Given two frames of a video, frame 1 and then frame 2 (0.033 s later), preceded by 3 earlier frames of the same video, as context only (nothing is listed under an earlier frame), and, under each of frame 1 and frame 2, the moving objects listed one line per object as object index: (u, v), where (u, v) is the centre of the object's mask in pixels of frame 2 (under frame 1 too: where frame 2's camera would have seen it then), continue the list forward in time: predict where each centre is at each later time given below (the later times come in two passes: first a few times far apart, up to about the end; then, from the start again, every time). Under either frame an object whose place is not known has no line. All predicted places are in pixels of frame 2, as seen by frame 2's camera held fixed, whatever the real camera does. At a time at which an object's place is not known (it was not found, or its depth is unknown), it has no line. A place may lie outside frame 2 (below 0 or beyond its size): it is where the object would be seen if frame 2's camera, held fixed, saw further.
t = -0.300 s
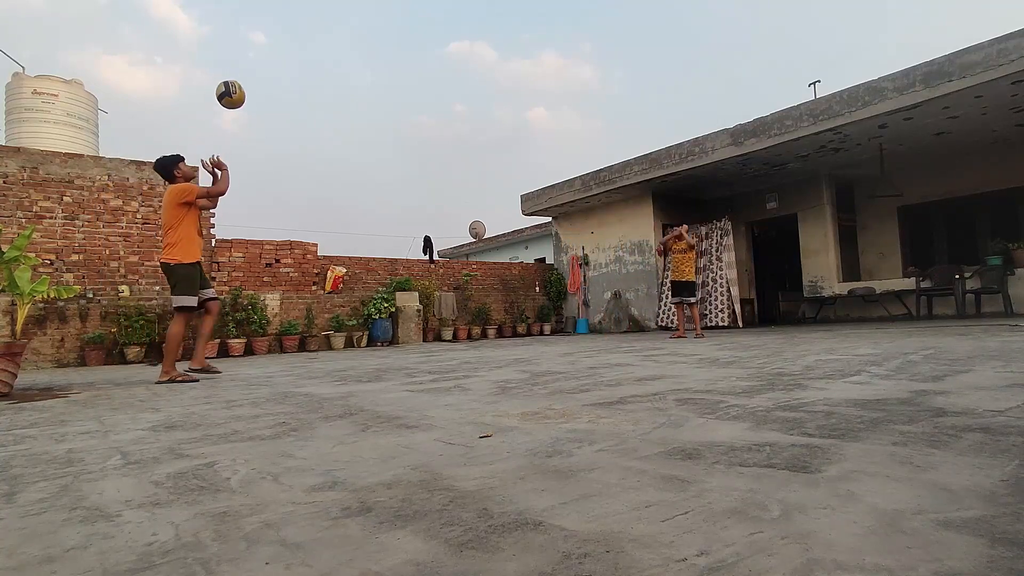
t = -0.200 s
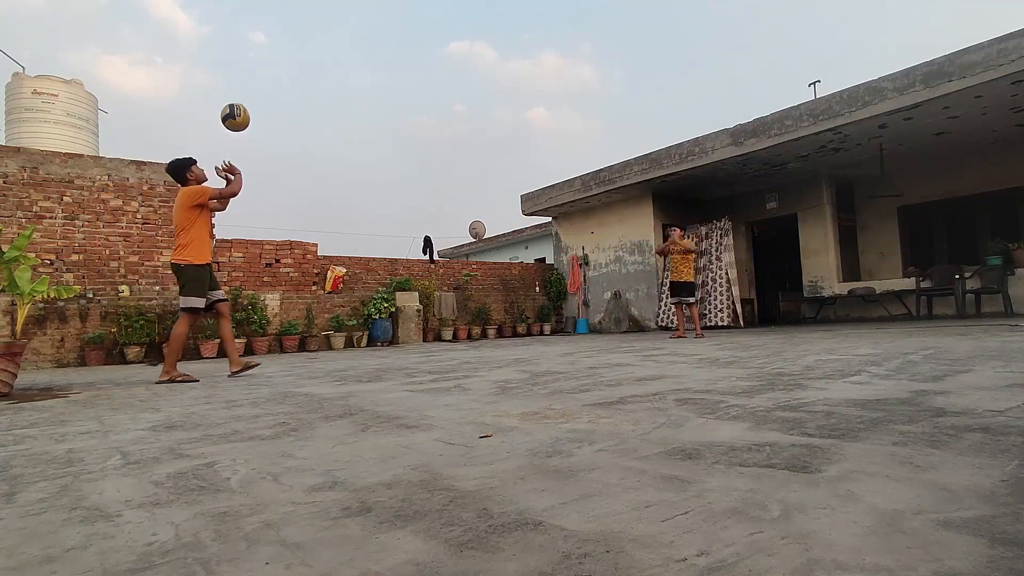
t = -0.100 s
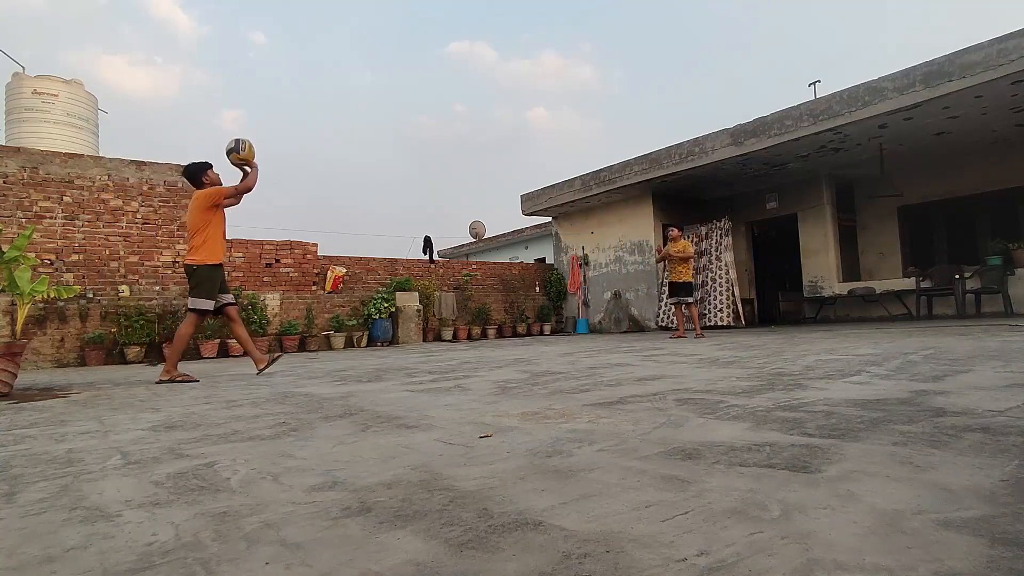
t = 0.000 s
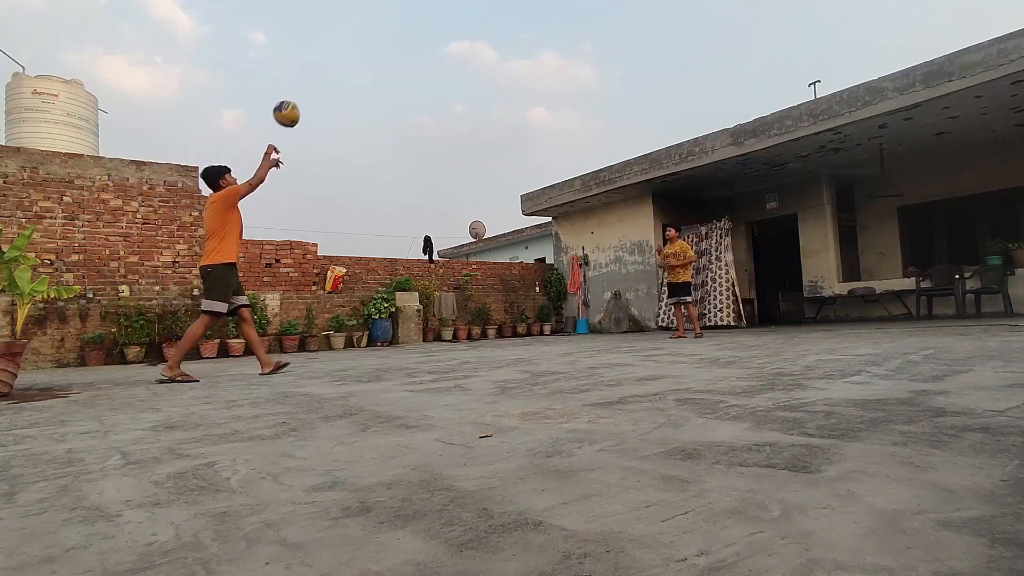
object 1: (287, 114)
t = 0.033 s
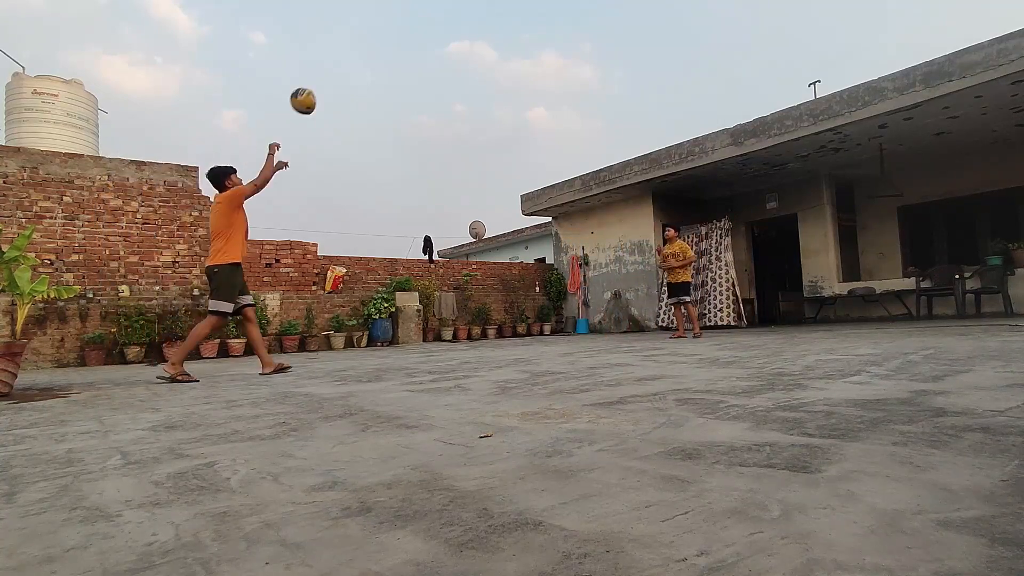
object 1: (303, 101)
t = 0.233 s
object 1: (389, 57)
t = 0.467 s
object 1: (470, 63)
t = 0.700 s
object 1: (535, 113)
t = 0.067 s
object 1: (319, 90)
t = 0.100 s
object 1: (334, 80)
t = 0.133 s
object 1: (349, 73)
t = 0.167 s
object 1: (363, 66)
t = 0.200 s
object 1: (376, 61)
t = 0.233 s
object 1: (389, 57)
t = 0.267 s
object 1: (402, 55)
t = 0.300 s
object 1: (414, 54)
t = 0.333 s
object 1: (426, 53)
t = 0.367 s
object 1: (438, 54)
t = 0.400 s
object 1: (449, 56)
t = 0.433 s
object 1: (459, 59)
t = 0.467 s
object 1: (470, 63)
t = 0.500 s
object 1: (480, 67)
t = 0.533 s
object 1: (490, 73)
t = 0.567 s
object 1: (499, 80)
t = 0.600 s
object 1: (509, 87)
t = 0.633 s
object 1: (518, 95)
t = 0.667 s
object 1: (526, 103)
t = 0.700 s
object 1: (535, 113)
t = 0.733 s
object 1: (543, 123)
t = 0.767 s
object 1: (551, 133)
